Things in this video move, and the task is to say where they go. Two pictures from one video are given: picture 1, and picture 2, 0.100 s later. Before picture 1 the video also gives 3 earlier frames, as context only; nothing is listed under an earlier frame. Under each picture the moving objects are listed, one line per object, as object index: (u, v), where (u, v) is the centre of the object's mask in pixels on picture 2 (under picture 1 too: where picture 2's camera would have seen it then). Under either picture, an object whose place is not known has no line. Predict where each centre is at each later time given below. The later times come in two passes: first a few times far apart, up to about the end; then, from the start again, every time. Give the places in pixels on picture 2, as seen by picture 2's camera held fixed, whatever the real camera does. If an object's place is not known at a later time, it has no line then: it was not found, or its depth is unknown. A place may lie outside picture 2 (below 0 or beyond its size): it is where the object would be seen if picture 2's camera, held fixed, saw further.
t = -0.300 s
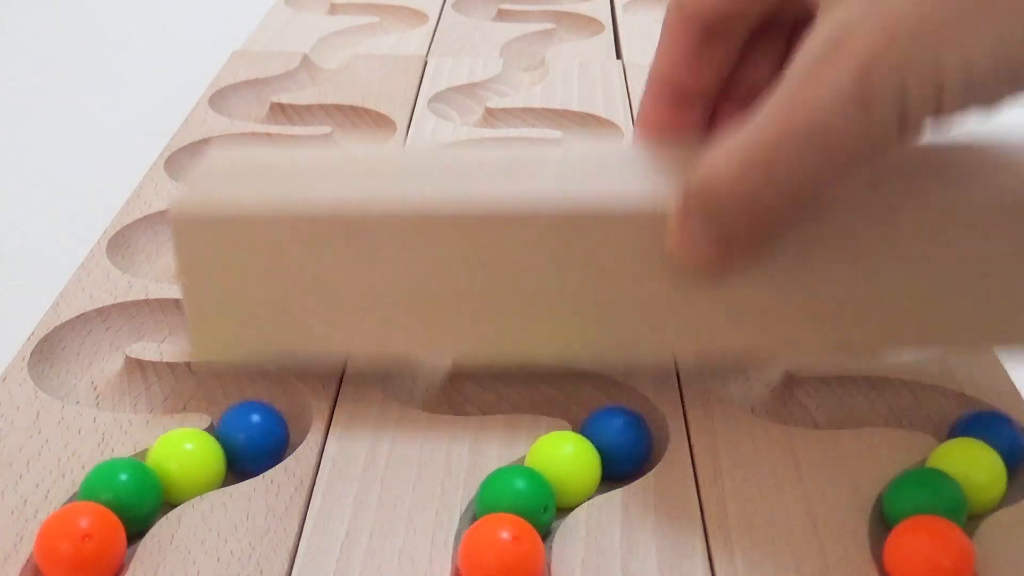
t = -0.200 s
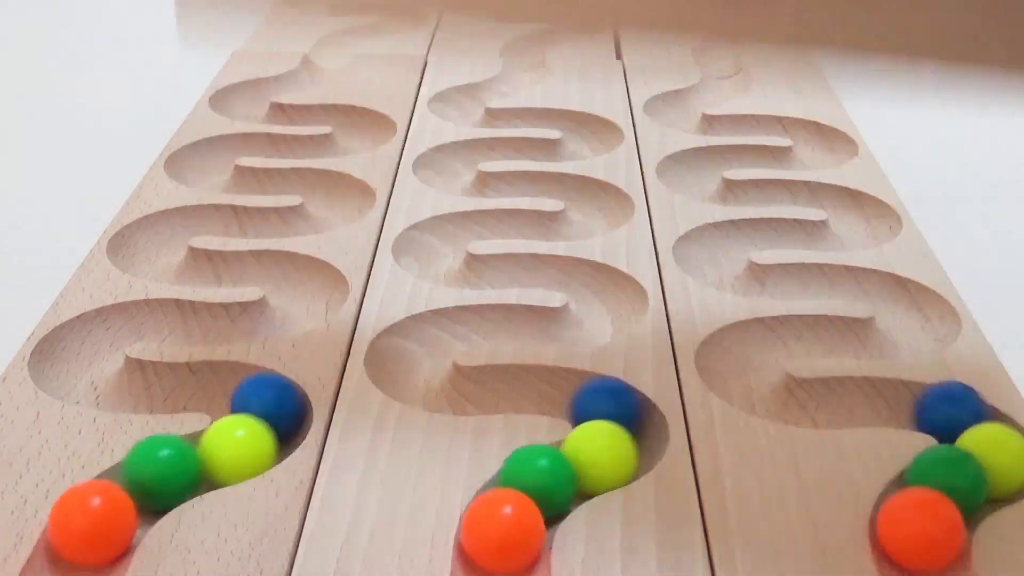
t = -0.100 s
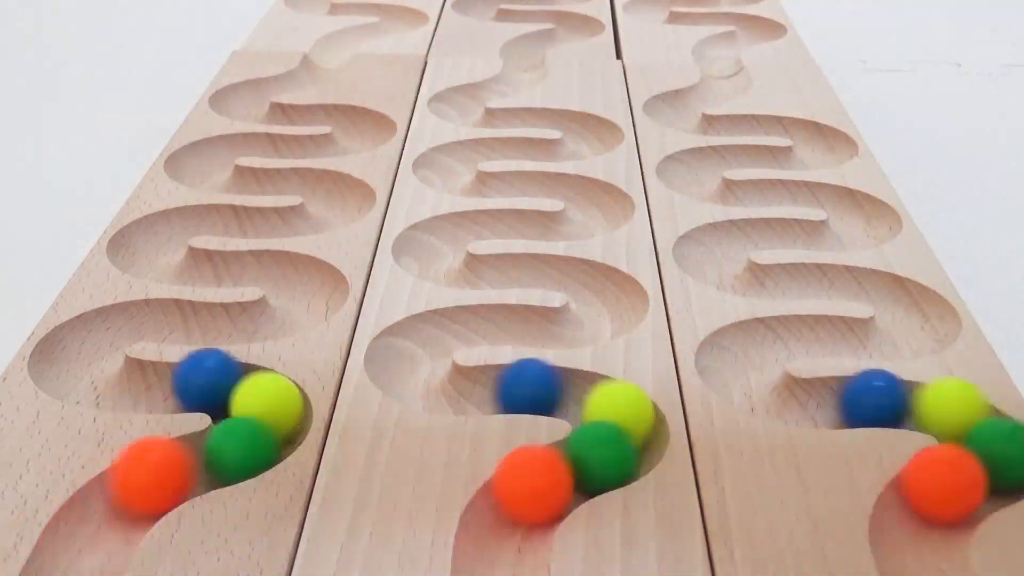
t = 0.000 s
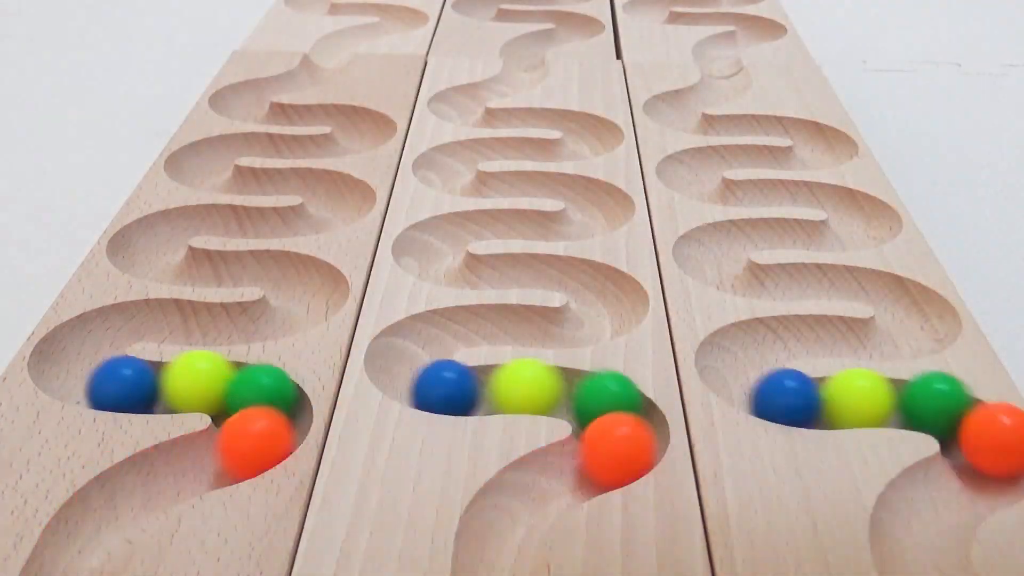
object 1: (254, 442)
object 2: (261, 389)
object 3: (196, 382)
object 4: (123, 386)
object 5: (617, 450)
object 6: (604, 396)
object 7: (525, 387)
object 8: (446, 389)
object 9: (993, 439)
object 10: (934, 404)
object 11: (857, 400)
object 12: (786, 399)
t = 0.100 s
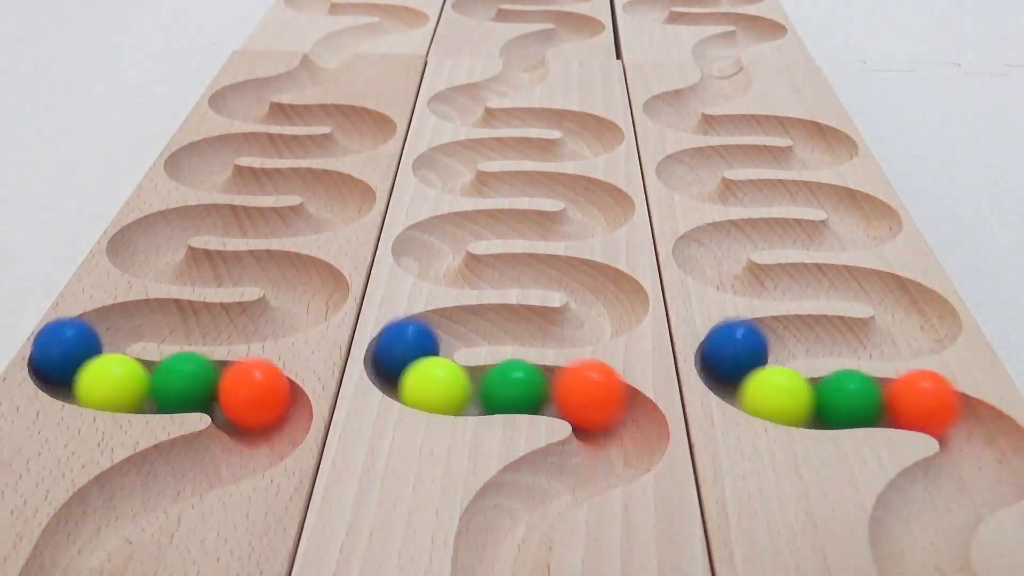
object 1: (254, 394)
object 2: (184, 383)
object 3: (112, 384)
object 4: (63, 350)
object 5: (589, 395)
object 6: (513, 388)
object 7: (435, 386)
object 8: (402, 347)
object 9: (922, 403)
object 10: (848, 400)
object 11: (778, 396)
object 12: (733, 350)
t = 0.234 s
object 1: (162, 387)
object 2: (90, 375)
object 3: (94, 327)
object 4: (183, 316)
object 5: (485, 387)
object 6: (417, 378)
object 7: (435, 327)
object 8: (538, 325)
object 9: (835, 400)
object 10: (762, 389)
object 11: (751, 336)
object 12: (873, 336)
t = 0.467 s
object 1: (80, 347)
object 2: (204, 323)
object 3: (302, 305)
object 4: (298, 266)
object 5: (422, 341)
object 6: (540, 325)
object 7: (611, 290)
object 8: (540, 269)
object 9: (750, 382)
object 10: (858, 335)
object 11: (917, 308)
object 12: (829, 278)
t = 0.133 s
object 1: (234, 383)
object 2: (158, 387)
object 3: (90, 375)
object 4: (86, 329)
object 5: (556, 388)
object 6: (484, 387)
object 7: (417, 378)
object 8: (426, 326)
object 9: (896, 400)
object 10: (825, 401)
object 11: (754, 385)
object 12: (756, 332)
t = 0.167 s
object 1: (209, 386)
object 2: (133, 387)
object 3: (69, 361)
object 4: (119, 322)
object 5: (533, 388)
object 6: (453, 388)
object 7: (401, 360)
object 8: (461, 323)
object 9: (873, 400)
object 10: (803, 401)
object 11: (739, 372)
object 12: (792, 333)
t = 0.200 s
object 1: (184, 387)
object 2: (110, 383)
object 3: (68, 343)
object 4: (154, 313)
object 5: (508, 387)
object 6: (428, 384)
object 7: (407, 337)
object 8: (500, 322)
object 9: (852, 400)
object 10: (782, 397)
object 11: (735, 352)
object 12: (834, 334)
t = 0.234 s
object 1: (162, 387)
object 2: (90, 375)
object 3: (94, 327)
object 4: (183, 316)
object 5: (485, 387)
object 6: (417, 378)
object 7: (435, 327)
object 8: (538, 325)
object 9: (835, 400)
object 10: (762, 389)
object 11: (751, 336)
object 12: (873, 336)
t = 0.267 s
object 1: (143, 386)
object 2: (70, 365)
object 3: (128, 320)
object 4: (209, 323)
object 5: (463, 390)
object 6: (407, 364)
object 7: (470, 322)
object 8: (572, 325)
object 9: (823, 402)
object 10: (743, 378)
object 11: (784, 333)
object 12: (908, 334)
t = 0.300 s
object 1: (124, 384)
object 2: (68, 350)
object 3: (164, 313)
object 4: (233, 322)
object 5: (445, 388)
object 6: (403, 346)
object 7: (508, 322)
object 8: (598, 319)
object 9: (812, 402)
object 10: (732, 363)
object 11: (819, 333)
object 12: (920, 329)
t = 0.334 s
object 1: (105, 382)
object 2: (89, 333)
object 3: (192, 319)
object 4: (261, 318)
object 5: (431, 383)
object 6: (420, 332)
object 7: (545, 324)
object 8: (608, 311)
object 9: (799, 399)
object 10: (739, 350)
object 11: (858, 335)
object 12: (920, 317)
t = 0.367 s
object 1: (89, 378)
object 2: (119, 322)
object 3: (219, 323)
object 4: (293, 309)
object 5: (415, 377)
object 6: (451, 327)
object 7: (579, 323)
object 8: (614, 291)
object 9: (785, 397)
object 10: (761, 340)
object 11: (893, 336)
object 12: (914, 294)
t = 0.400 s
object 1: (78, 371)
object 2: (151, 312)
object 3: (243, 321)
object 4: (314, 296)
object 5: (404, 366)
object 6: (479, 321)
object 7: (598, 318)
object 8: (598, 273)
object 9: (772, 394)
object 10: (790, 333)
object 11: (916, 331)
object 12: (889, 287)
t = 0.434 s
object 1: (74, 361)
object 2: (180, 318)
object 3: (274, 315)
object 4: (318, 288)
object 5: (408, 354)
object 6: (509, 322)
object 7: (609, 307)
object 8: (571, 271)
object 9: (761, 389)
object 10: (822, 332)
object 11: (920, 324)
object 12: (860, 281)
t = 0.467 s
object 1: (80, 347)
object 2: (204, 323)
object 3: (302, 305)
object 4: (298, 266)
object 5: (422, 341)
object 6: (540, 325)
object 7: (611, 290)
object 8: (540, 269)
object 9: (750, 382)
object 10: (858, 335)
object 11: (917, 308)
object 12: (829, 278)
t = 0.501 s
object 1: (96, 333)
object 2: (228, 323)
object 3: (314, 295)
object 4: (275, 262)
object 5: (443, 327)
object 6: (569, 325)
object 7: (595, 278)
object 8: (507, 268)
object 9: (737, 371)
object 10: (891, 337)
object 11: (902, 289)
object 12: (799, 278)
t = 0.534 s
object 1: (122, 321)
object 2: (257, 318)
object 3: (308, 287)
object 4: (247, 264)
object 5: (471, 323)
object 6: (592, 320)
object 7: (565, 271)
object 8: (475, 270)
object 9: (735, 359)
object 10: (912, 333)
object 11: (873, 283)
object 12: (773, 279)
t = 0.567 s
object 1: (155, 317)
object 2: (287, 312)
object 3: (295, 268)
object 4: (216, 267)
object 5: (501, 323)
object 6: (606, 313)
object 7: (531, 268)
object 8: (449, 266)
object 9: (745, 349)
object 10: (919, 324)
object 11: (838, 279)
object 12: (749, 277)
